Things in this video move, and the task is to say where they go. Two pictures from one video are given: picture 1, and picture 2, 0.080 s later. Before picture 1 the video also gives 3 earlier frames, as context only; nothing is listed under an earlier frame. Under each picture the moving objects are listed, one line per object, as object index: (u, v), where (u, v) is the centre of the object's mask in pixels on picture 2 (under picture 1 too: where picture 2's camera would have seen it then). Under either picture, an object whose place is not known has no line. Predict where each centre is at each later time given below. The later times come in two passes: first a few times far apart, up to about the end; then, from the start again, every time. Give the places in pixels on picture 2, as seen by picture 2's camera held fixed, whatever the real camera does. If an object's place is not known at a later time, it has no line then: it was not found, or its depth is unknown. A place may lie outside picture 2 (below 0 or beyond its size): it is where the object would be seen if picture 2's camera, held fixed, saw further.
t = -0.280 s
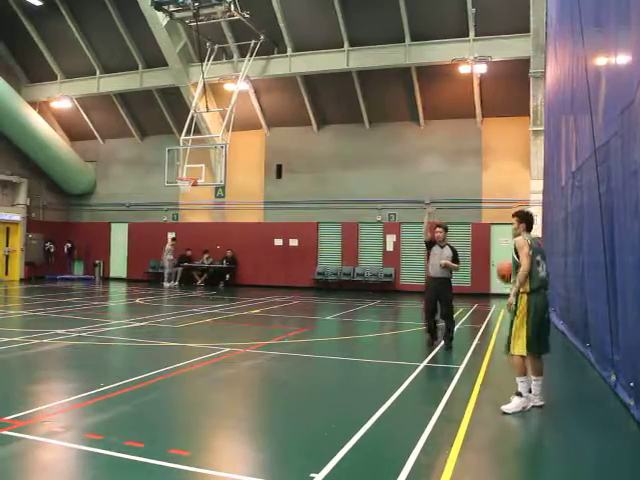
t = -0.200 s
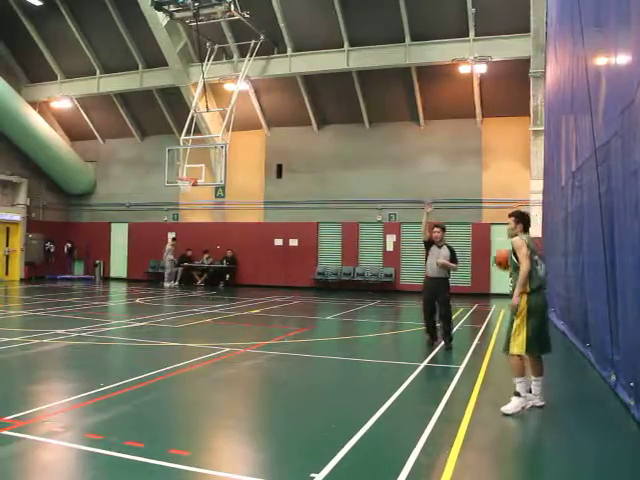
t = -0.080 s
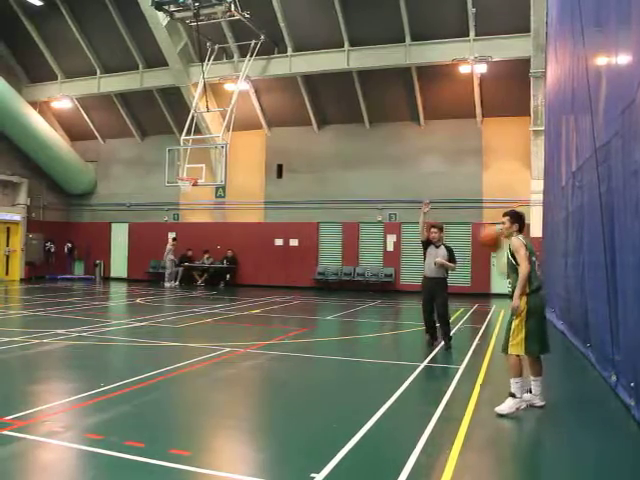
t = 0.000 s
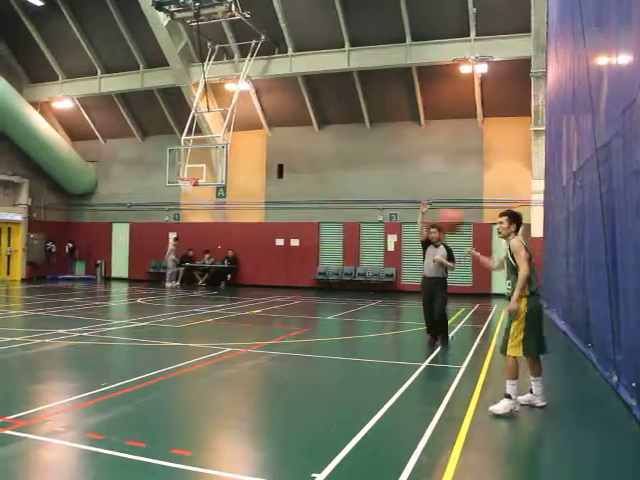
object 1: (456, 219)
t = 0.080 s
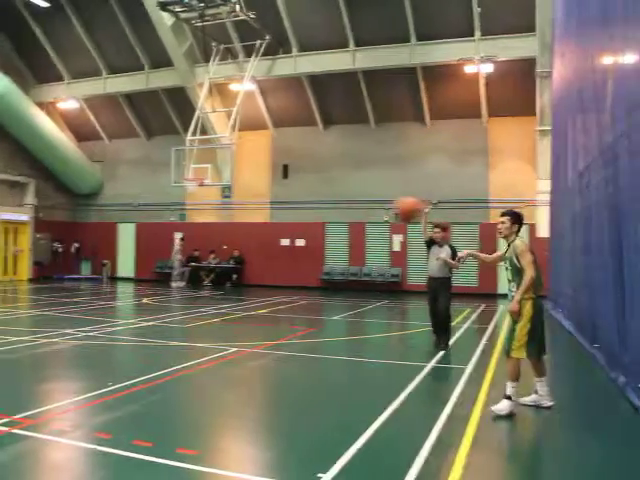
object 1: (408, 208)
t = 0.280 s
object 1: (284, 208)
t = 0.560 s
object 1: (117, 277)
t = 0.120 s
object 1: (384, 205)
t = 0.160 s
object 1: (360, 204)
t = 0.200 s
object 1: (334, 204)
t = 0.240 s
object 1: (309, 205)
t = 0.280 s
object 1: (284, 208)
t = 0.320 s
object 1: (260, 213)
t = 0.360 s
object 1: (237, 218)
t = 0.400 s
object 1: (212, 230)
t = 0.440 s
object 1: (190, 235)
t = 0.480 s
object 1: (164, 246)
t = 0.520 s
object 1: (140, 260)
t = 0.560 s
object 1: (117, 277)
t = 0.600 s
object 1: (97, 292)
